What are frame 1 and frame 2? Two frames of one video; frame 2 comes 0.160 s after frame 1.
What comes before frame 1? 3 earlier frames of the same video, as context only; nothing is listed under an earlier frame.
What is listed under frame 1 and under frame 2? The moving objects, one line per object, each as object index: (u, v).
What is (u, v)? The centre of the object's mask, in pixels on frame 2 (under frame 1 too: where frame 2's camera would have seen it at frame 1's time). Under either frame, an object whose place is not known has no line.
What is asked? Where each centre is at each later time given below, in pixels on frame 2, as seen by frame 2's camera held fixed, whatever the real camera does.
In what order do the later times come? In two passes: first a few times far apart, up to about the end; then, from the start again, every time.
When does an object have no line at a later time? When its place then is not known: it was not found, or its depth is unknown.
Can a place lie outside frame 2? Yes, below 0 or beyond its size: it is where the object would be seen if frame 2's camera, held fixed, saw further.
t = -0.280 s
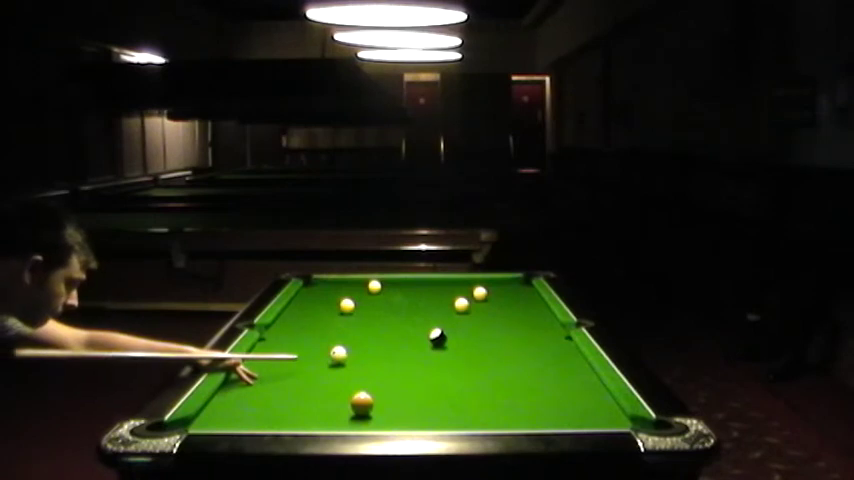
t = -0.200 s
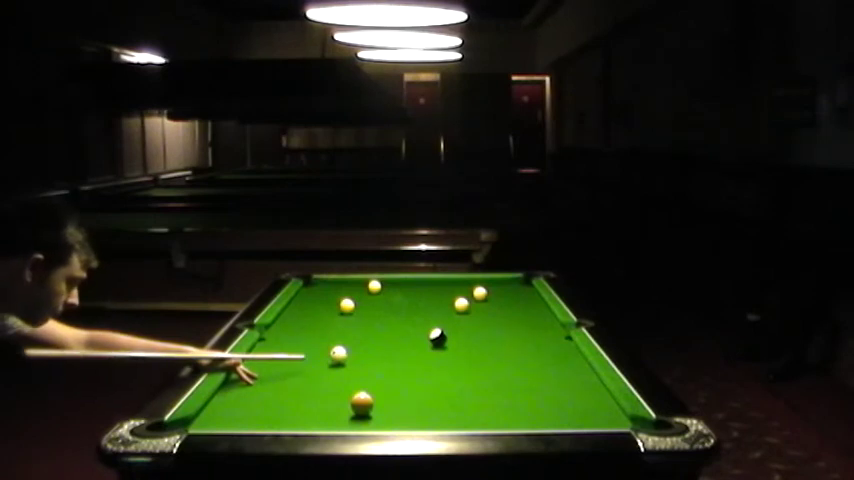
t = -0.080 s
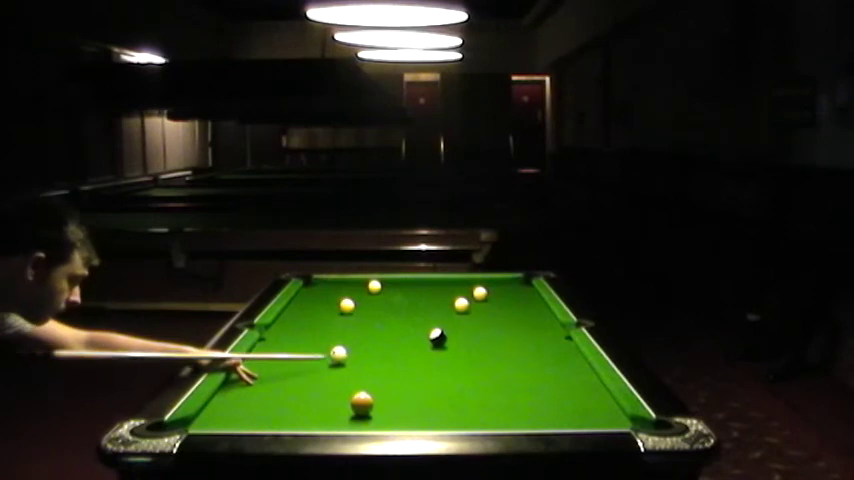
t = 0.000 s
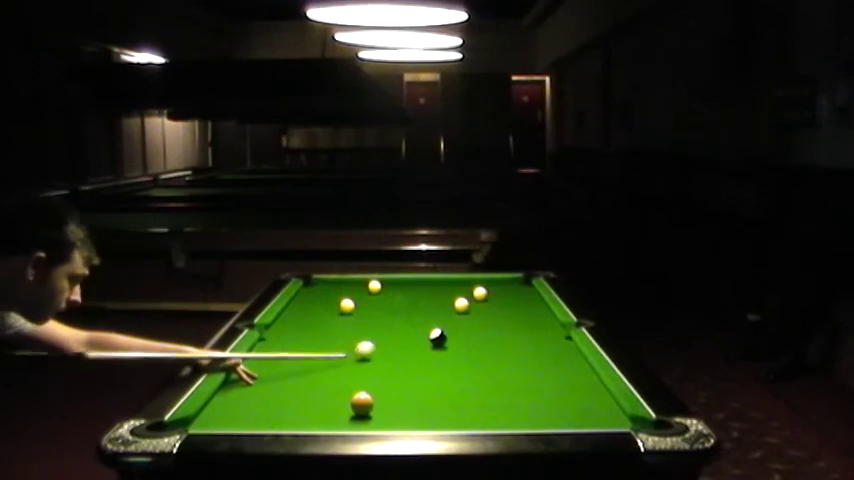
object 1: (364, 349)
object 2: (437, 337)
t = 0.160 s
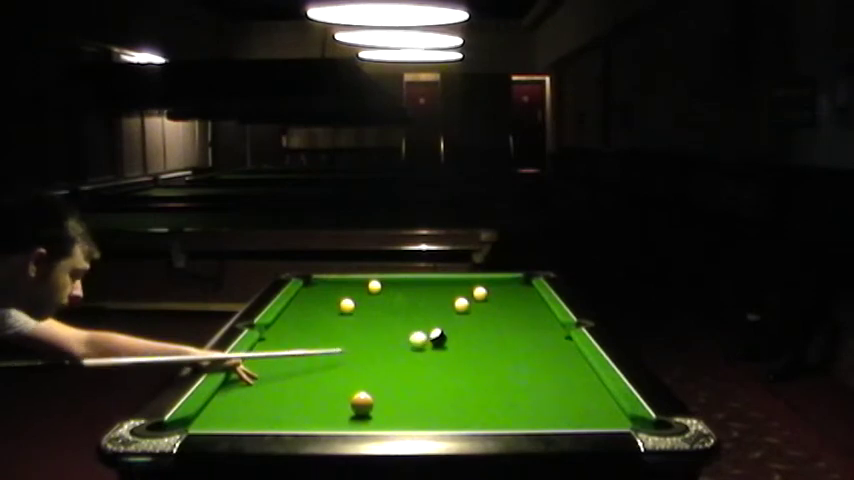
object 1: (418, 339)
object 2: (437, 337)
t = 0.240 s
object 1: (420, 336)
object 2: (453, 336)
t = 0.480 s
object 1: (425, 330)
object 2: (494, 334)
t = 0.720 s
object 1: (430, 323)
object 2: (533, 330)
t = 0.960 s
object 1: (434, 318)
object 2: (565, 330)
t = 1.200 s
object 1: (439, 313)
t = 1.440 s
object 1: (443, 309)
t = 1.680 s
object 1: (447, 305)
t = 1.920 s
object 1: (450, 301)
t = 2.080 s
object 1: (451, 299)
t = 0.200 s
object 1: (420, 338)
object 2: (443, 336)
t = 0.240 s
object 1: (420, 336)
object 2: (453, 336)
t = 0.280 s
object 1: (420, 336)
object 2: (461, 335)
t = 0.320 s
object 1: (421, 334)
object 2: (467, 336)
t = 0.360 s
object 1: (422, 333)
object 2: (474, 335)
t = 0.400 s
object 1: (423, 332)
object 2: (482, 334)
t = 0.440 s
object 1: (424, 331)
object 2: (489, 333)
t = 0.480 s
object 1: (425, 330)
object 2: (494, 334)
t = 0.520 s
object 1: (426, 329)
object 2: (501, 333)
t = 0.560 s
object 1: (426, 327)
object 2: (508, 331)
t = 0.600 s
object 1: (428, 326)
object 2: (515, 331)
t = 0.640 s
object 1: (428, 325)
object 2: (520, 332)
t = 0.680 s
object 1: (429, 324)
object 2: (526, 331)
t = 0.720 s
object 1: (430, 323)
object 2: (533, 330)
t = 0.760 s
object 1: (431, 322)
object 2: (539, 330)
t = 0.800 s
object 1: (431, 321)
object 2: (544, 330)
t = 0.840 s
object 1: (432, 320)
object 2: (550, 329)
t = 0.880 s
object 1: (433, 320)
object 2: (557, 328)
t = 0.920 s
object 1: (434, 319)
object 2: (563, 327)
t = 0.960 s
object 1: (434, 318)
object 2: (565, 330)
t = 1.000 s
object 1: (435, 317)
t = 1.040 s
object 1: (436, 316)
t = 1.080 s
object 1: (437, 315)
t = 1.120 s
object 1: (437, 314)
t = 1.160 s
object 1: (438, 313)
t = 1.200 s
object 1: (439, 313)
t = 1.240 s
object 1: (440, 312)
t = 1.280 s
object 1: (440, 311)
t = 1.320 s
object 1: (441, 311)
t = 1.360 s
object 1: (442, 310)
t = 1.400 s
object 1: (442, 309)
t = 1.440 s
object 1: (443, 309)
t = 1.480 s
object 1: (444, 308)
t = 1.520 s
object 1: (444, 307)
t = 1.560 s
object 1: (445, 306)
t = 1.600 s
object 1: (445, 306)
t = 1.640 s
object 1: (446, 305)
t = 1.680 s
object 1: (447, 305)
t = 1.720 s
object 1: (447, 304)
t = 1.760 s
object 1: (448, 304)
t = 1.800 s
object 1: (448, 303)
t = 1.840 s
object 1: (449, 303)
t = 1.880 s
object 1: (449, 302)
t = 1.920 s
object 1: (450, 301)
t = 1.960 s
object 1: (450, 300)
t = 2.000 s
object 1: (451, 300)
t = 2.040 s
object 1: (451, 299)
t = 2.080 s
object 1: (451, 299)
